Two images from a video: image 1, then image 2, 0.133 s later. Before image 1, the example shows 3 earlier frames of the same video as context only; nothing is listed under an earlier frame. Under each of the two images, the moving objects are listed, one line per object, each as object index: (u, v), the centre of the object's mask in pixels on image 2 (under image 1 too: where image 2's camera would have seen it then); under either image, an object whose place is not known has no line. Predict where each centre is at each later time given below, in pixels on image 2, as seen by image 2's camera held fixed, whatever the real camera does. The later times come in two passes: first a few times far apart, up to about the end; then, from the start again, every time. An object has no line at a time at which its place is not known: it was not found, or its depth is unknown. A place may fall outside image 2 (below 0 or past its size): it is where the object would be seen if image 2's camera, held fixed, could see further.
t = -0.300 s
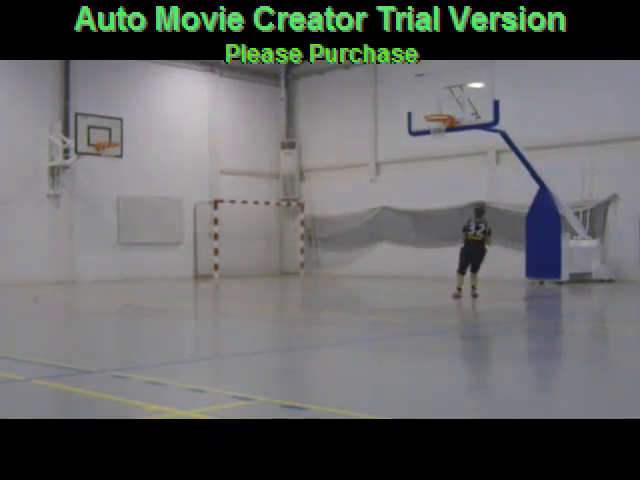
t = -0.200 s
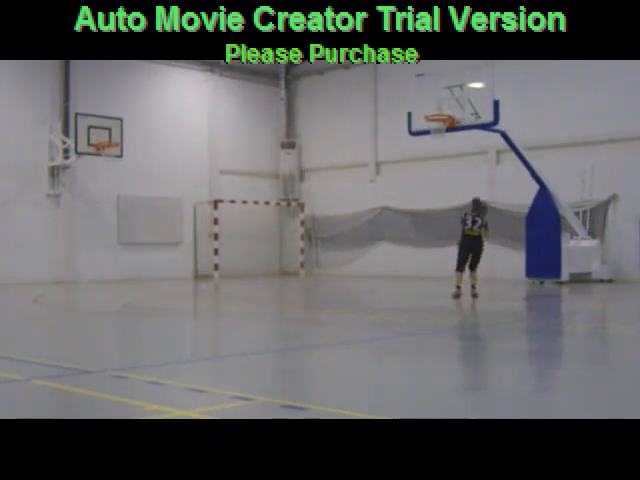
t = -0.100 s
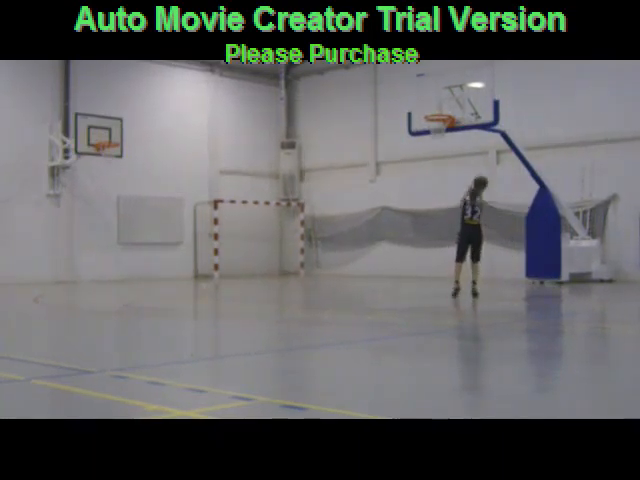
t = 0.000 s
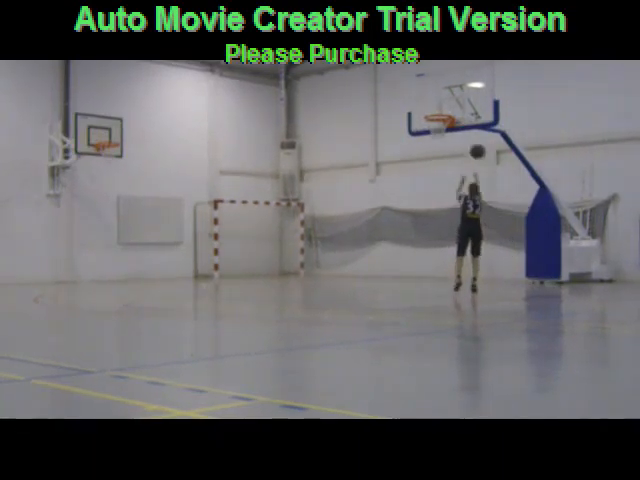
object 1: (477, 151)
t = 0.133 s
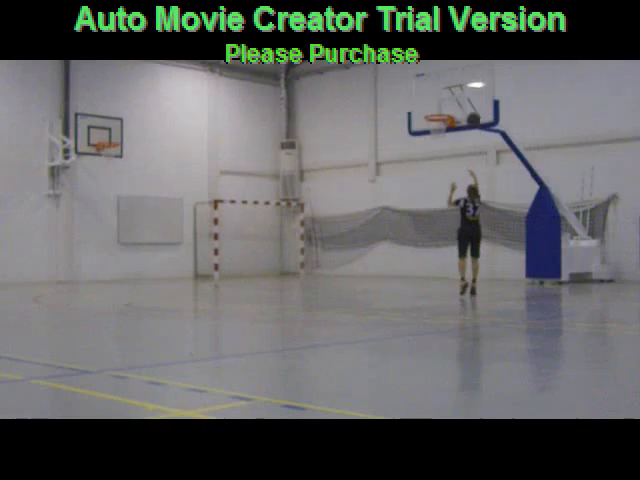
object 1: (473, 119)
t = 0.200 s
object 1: (471, 108)
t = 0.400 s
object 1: (466, 91)
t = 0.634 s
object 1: (449, 98)
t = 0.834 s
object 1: (435, 122)
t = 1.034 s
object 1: (436, 130)
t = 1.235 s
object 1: (441, 144)
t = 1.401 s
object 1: (446, 172)
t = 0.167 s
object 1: (472, 113)
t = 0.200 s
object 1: (471, 108)
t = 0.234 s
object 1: (470, 103)
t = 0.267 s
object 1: (469, 100)
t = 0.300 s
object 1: (468, 97)
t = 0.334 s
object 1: (467, 94)
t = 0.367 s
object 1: (466, 93)
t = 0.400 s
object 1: (466, 91)
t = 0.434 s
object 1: (465, 91)
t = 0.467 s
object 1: (464, 91)
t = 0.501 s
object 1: (463, 91)
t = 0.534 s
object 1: (460, 92)
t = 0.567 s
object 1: (456, 93)
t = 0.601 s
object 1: (453, 96)
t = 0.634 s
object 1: (449, 98)
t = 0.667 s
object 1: (446, 102)
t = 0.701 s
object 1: (443, 105)
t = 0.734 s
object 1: (440, 109)
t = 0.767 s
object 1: (436, 114)
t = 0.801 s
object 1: (436, 117)
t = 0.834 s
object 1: (435, 122)
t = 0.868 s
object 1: (436, 127)
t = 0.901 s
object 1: (436, 128)
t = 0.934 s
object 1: (434, 130)
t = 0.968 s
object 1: (434, 130)
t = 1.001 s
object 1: (435, 130)
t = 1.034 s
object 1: (436, 130)
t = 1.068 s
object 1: (437, 131)
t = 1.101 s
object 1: (438, 132)
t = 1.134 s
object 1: (438, 134)
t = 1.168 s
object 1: (440, 136)
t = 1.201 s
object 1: (441, 140)
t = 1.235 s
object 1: (441, 144)
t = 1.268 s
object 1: (443, 149)
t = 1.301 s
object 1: (443, 153)
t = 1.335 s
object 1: (444, 159)
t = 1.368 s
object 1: (445, 165)
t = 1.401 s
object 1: (446, 172)
